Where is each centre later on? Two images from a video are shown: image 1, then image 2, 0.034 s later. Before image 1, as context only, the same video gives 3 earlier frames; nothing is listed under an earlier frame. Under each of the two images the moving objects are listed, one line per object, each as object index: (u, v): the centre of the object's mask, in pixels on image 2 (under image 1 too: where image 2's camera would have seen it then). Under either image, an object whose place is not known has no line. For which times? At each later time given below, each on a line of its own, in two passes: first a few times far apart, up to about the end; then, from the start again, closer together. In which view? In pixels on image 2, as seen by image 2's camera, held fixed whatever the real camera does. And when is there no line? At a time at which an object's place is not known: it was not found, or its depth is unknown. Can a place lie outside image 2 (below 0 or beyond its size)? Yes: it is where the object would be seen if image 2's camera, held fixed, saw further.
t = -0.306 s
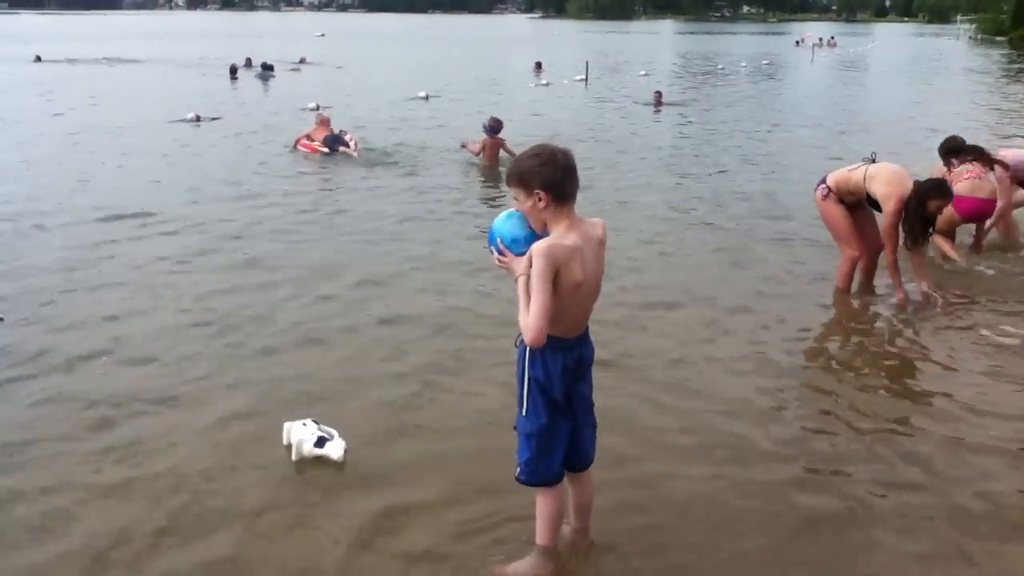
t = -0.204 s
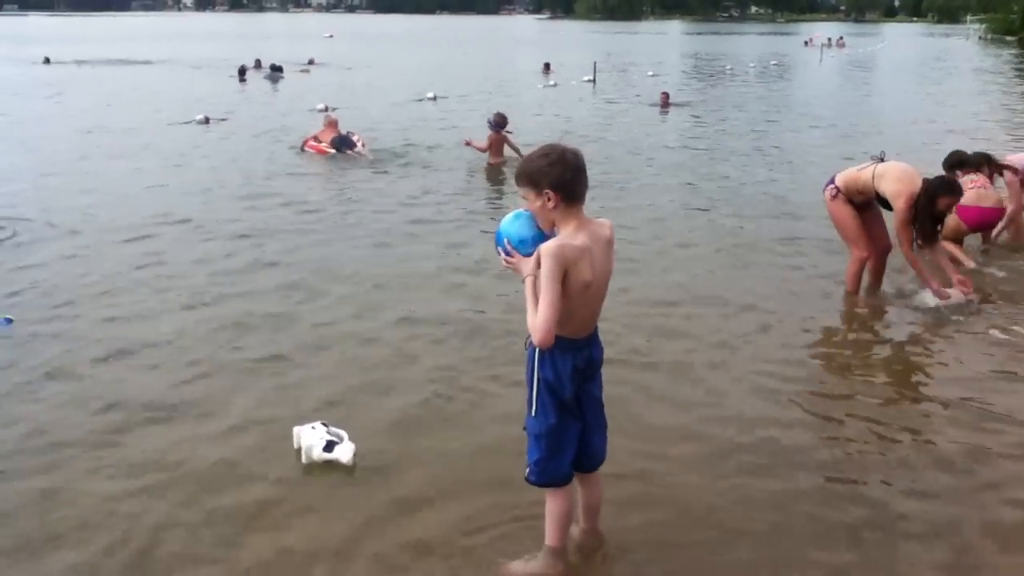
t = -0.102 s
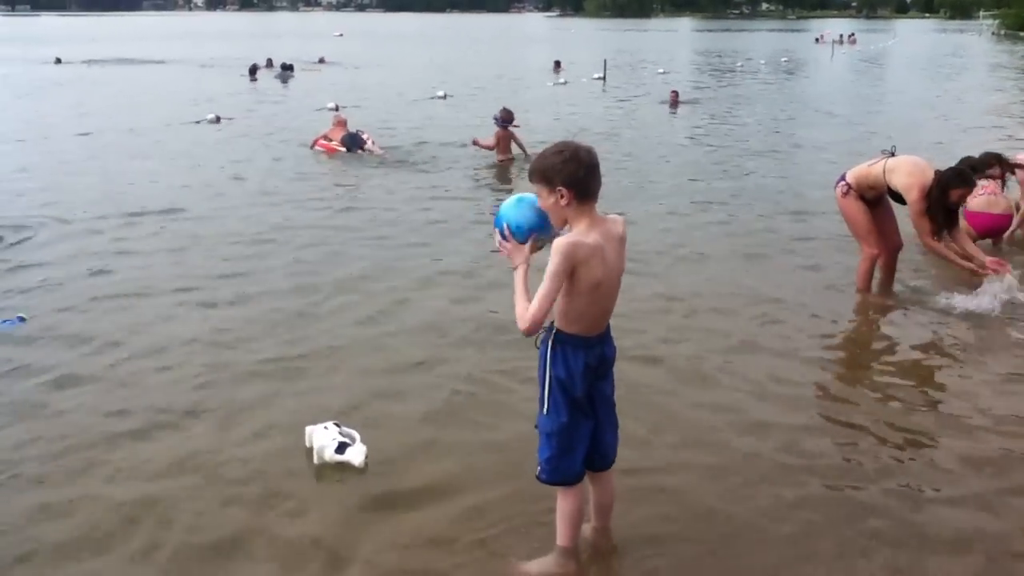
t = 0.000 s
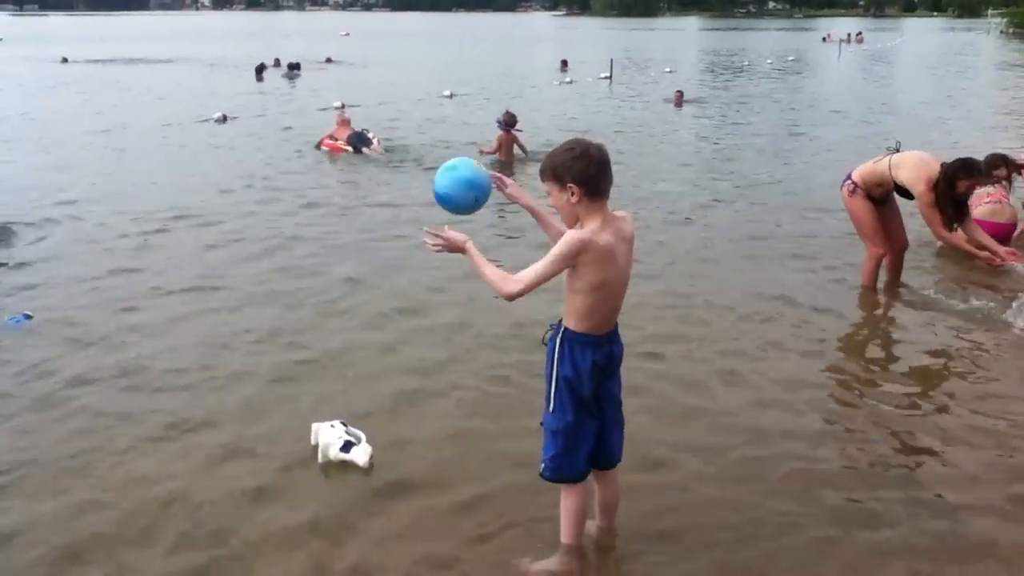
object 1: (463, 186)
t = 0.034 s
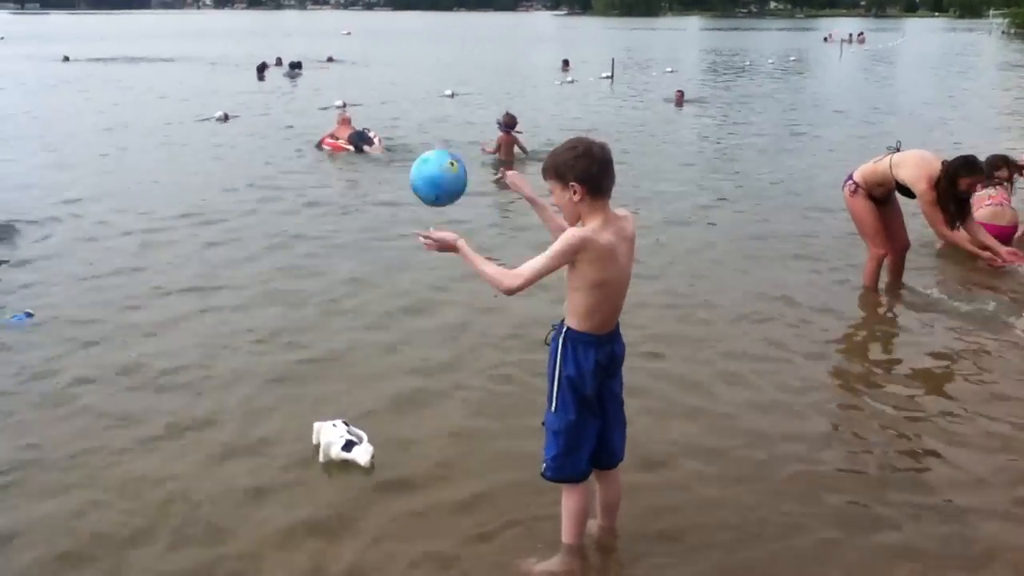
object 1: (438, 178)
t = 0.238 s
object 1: (329, 202)
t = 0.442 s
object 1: (254, 318)
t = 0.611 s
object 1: (235, 379)
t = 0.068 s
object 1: (415, 174)
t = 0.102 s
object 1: (394, 173)
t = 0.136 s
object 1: (374, 175)
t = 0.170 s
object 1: (359, 181)
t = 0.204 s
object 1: (343, 190)
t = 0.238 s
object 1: (329, 202)
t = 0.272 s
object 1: (314, 217)
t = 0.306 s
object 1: (300, 234)
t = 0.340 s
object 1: (286, 253)
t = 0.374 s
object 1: (272, 274)
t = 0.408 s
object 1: (262, 296)
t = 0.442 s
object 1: (254, 318)
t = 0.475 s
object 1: (247, 343)
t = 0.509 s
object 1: (240, 369)
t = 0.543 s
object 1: (237, 376)
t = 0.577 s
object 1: (236, 378)
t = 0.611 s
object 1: (235, 379)
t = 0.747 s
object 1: (226, 367)
